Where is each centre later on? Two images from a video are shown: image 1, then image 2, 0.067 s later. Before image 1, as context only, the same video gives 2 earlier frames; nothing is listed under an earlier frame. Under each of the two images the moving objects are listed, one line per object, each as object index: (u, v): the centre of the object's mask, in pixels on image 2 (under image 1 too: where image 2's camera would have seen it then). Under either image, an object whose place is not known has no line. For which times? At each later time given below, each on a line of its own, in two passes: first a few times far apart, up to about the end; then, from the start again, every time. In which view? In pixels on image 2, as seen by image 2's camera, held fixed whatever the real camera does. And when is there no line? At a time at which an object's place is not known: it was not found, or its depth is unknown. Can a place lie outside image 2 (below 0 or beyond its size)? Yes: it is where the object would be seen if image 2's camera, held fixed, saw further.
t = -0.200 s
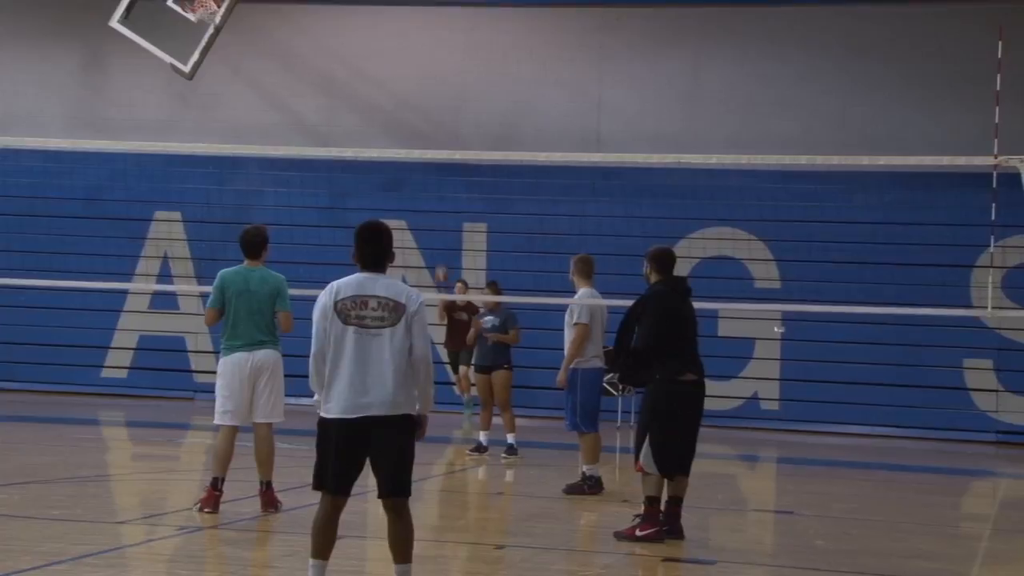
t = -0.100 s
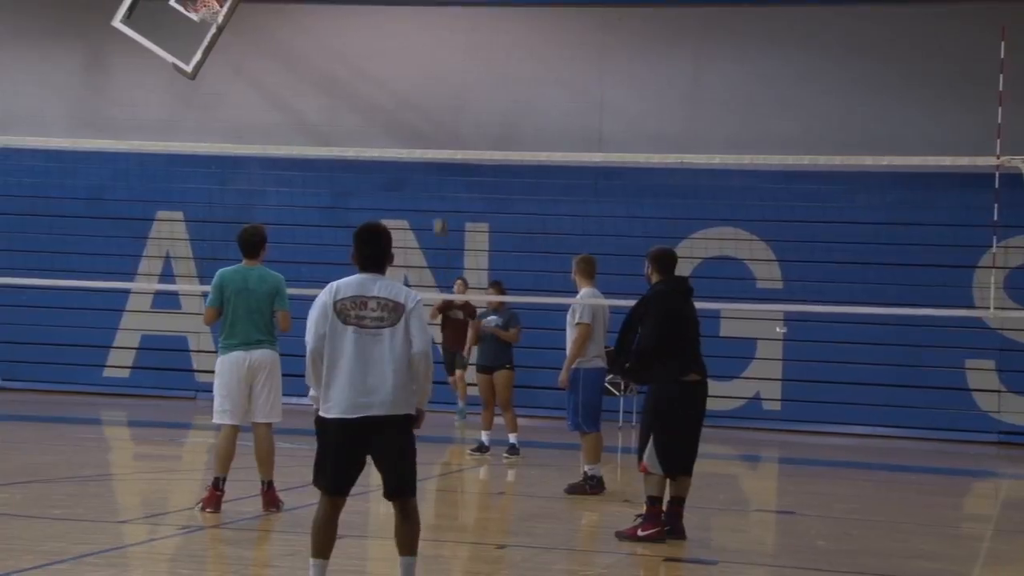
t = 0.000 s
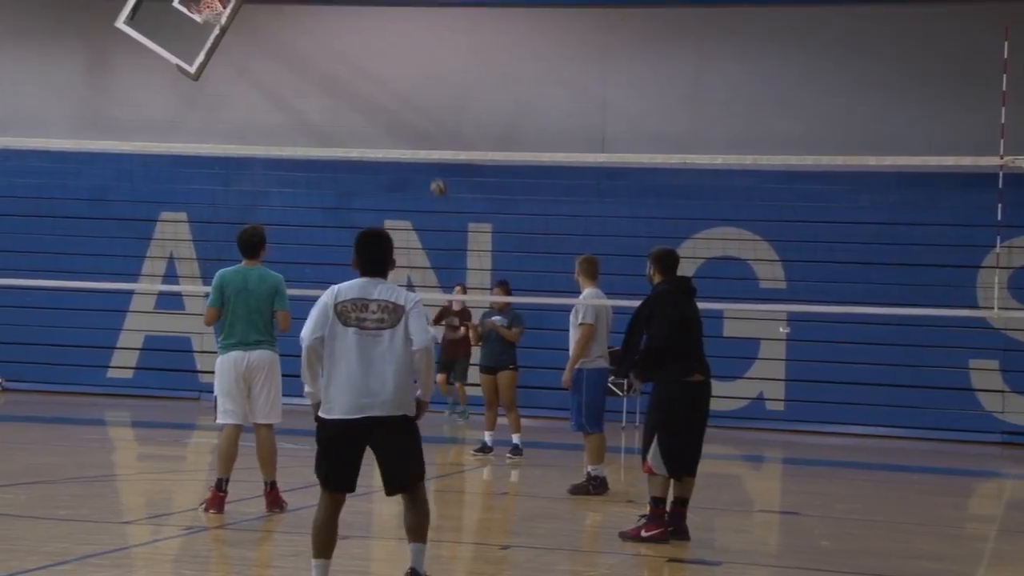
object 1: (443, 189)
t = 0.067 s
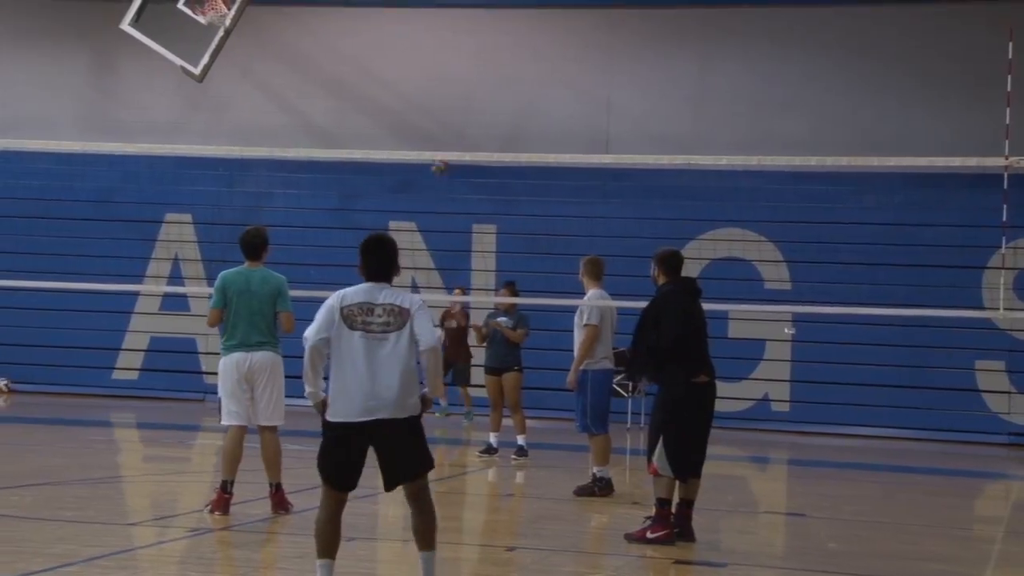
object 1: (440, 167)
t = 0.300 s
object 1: (426, 116)
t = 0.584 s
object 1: (406, 112)
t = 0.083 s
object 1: (439, 164)
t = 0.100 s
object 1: (438, 161)
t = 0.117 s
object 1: (439, 147)
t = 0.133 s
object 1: (436, 146)
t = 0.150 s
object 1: (434, 143)
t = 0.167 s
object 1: (434, 139)
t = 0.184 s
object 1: (433, 136)
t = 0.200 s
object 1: (431, 133)
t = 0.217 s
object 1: (431, 129)
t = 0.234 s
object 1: (430, 126)
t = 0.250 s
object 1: (429, 123)
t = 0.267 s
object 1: (428, 120)
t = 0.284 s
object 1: (427, 118)
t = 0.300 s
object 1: (426, 116)
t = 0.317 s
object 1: (425, 113)
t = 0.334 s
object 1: (424, 111)
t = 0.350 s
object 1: (423, 110)
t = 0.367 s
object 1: (422, 108)
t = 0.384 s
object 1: (421, 107)
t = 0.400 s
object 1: (420, 106)
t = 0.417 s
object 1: (419, 106)
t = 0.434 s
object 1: (418, 105)
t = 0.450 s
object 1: (416, 105)
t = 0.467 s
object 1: (415, 105)
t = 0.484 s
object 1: (414, 105)
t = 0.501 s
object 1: (413, 106)
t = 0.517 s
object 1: (411, 107)
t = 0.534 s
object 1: (410, 107)
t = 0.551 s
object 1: (409, 109)
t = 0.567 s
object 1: (408, 110)
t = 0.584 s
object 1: (406, 112)
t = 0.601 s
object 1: (405, 114)
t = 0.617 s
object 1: (404, 116)
